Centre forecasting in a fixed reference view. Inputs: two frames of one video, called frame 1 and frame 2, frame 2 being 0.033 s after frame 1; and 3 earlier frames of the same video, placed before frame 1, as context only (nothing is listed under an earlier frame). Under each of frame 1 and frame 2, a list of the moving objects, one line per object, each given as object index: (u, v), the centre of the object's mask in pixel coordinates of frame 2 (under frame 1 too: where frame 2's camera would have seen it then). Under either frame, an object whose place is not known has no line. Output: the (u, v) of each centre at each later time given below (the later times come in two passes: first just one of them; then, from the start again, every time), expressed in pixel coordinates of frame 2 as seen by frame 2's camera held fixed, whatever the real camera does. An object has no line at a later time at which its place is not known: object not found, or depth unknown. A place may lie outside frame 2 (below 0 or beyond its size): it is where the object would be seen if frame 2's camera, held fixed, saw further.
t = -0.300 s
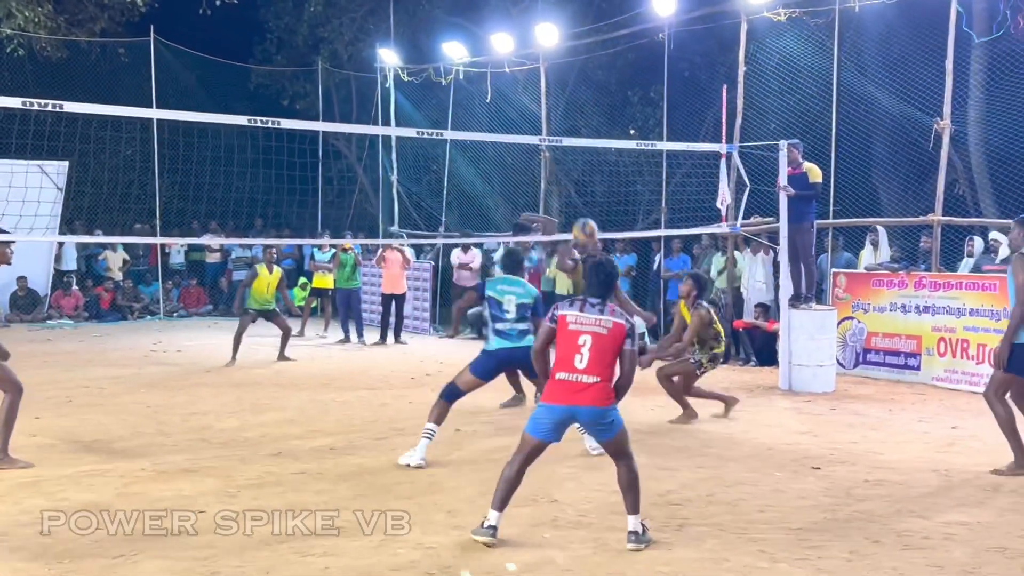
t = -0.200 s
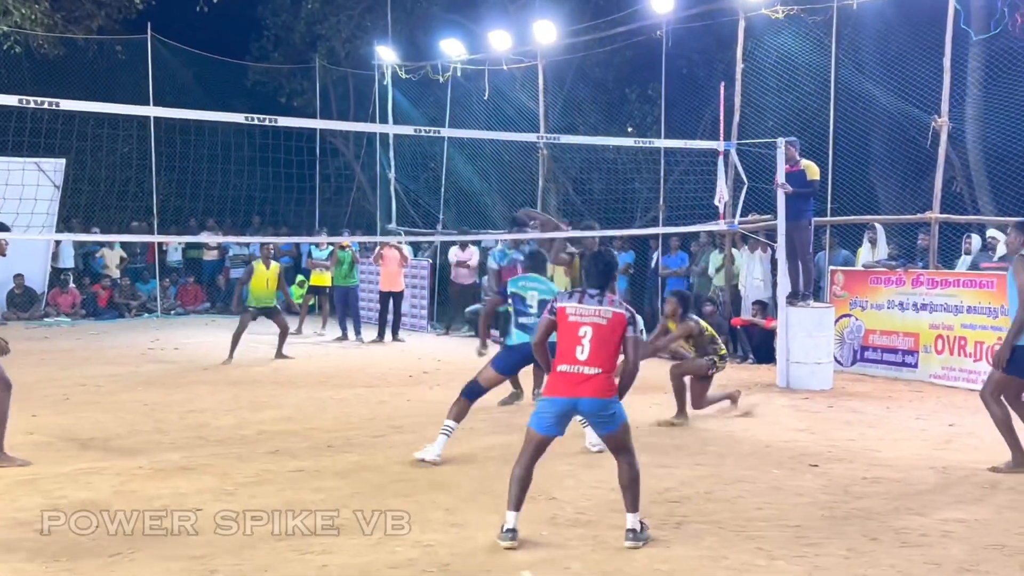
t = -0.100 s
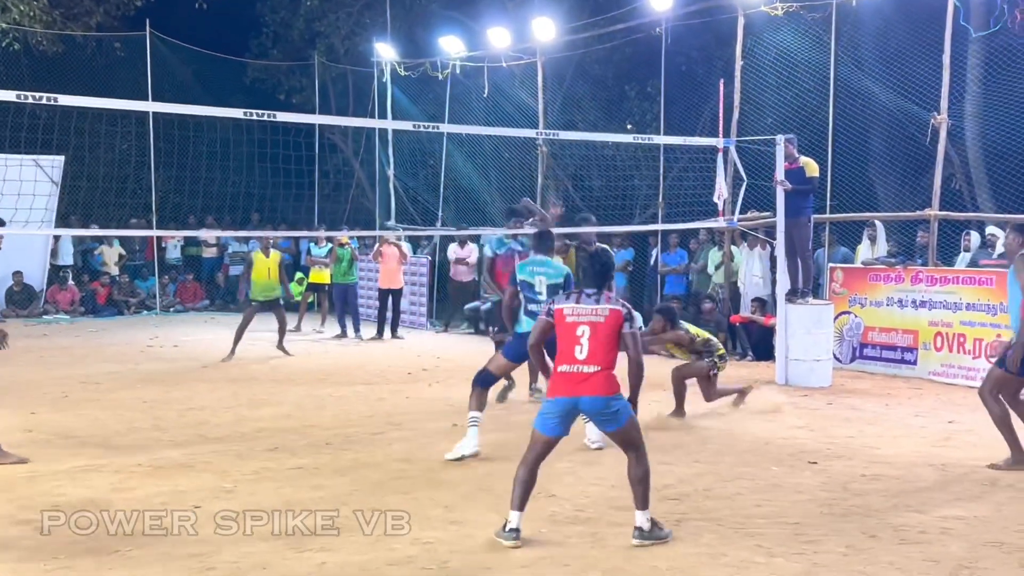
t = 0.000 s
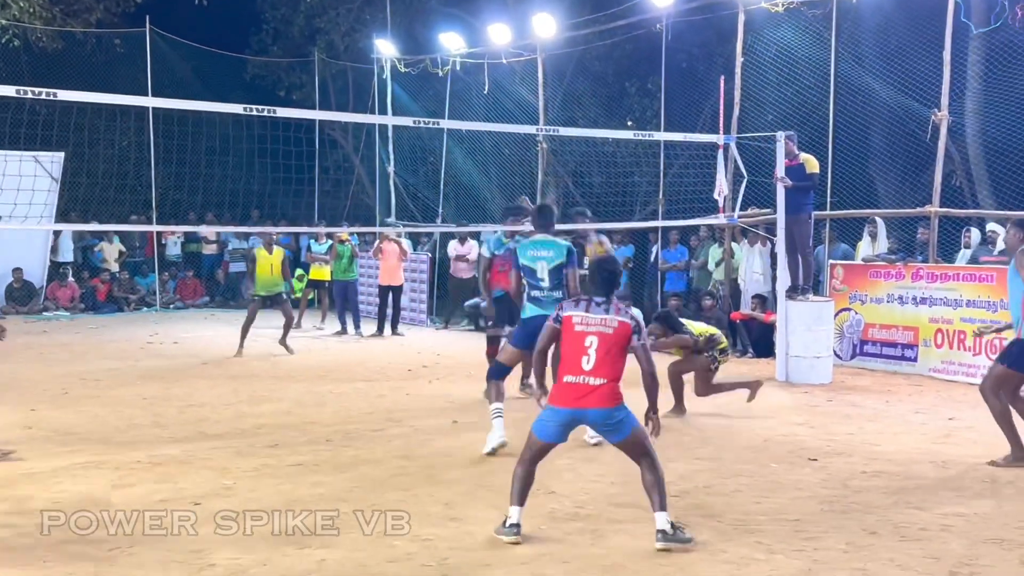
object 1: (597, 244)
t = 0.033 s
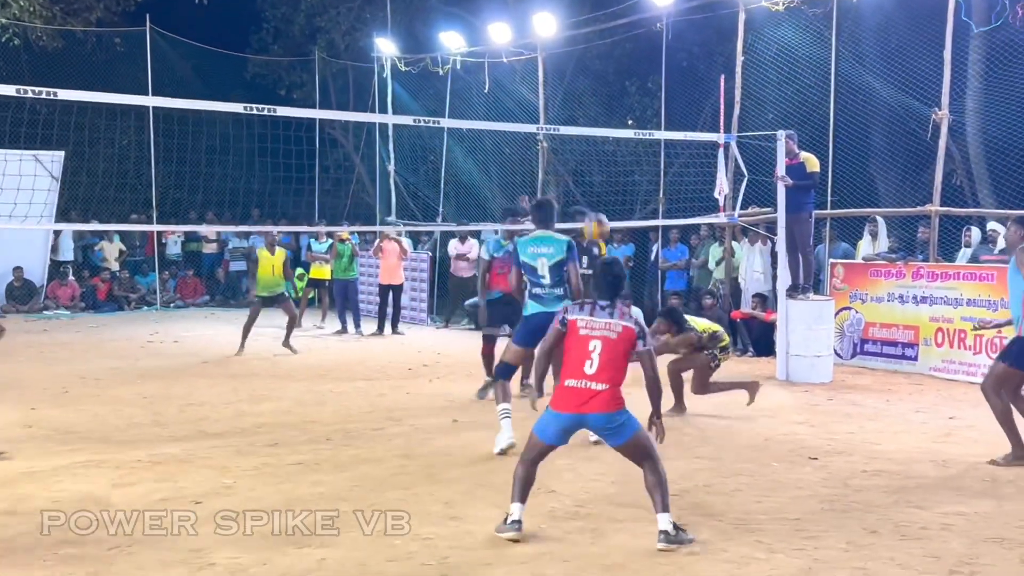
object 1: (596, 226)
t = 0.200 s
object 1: (585, 142)
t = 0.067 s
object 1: (594, 207)
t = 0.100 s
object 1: (592, 190)
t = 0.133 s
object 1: (590, 172)
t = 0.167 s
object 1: (587, 155)
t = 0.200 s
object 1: (585, 142)
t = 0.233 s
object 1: (582, 126)
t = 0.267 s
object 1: (581, 114)
